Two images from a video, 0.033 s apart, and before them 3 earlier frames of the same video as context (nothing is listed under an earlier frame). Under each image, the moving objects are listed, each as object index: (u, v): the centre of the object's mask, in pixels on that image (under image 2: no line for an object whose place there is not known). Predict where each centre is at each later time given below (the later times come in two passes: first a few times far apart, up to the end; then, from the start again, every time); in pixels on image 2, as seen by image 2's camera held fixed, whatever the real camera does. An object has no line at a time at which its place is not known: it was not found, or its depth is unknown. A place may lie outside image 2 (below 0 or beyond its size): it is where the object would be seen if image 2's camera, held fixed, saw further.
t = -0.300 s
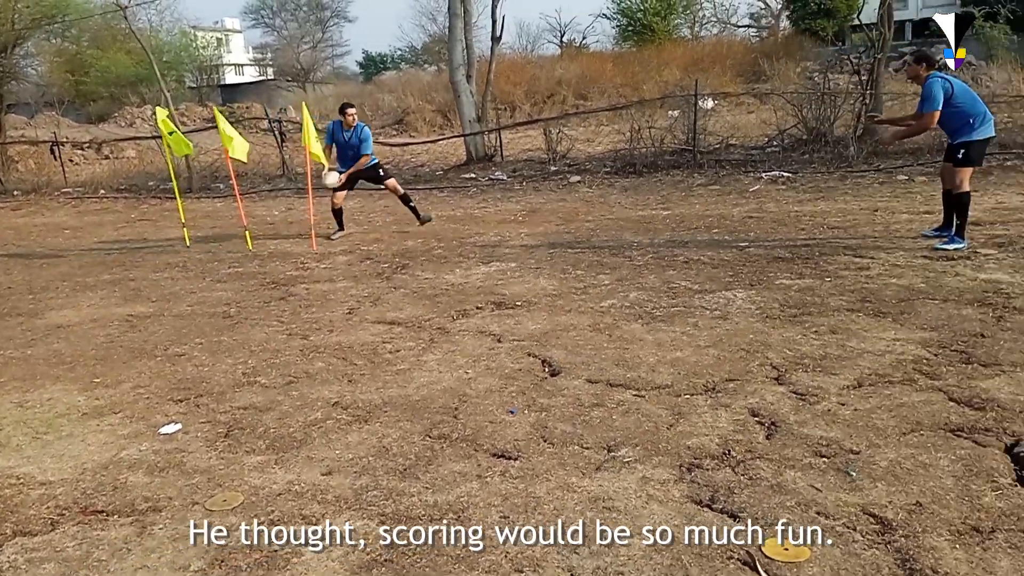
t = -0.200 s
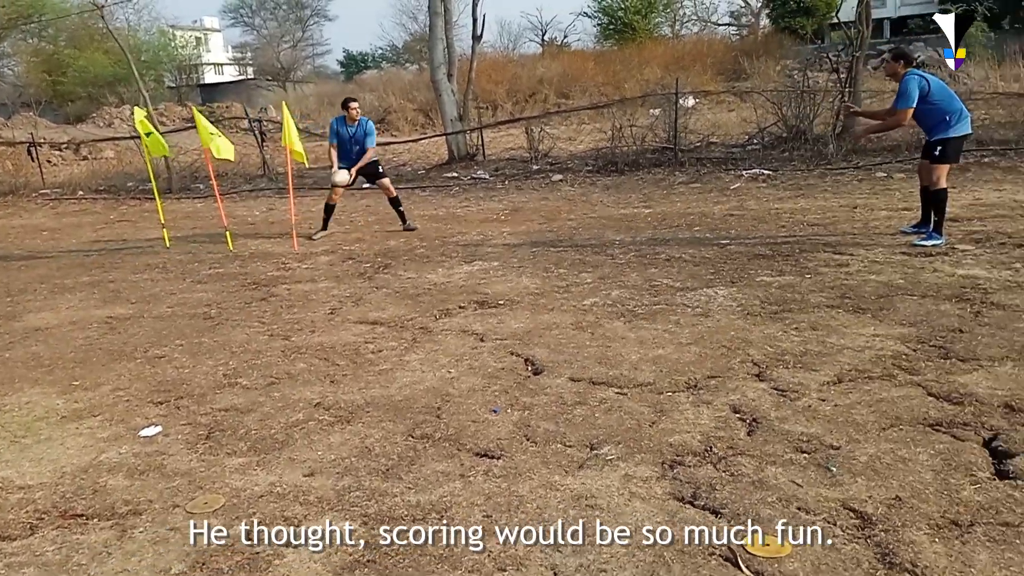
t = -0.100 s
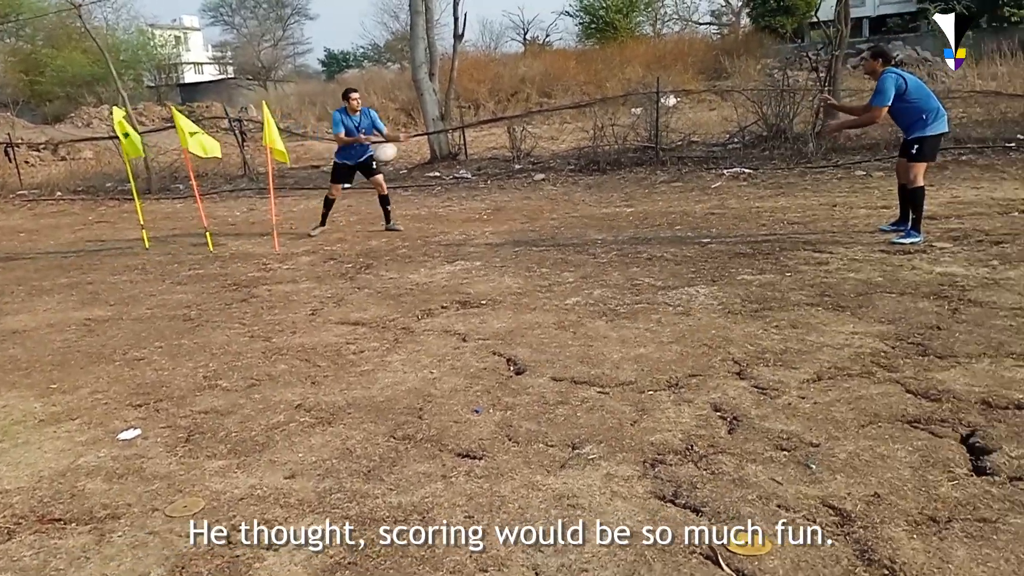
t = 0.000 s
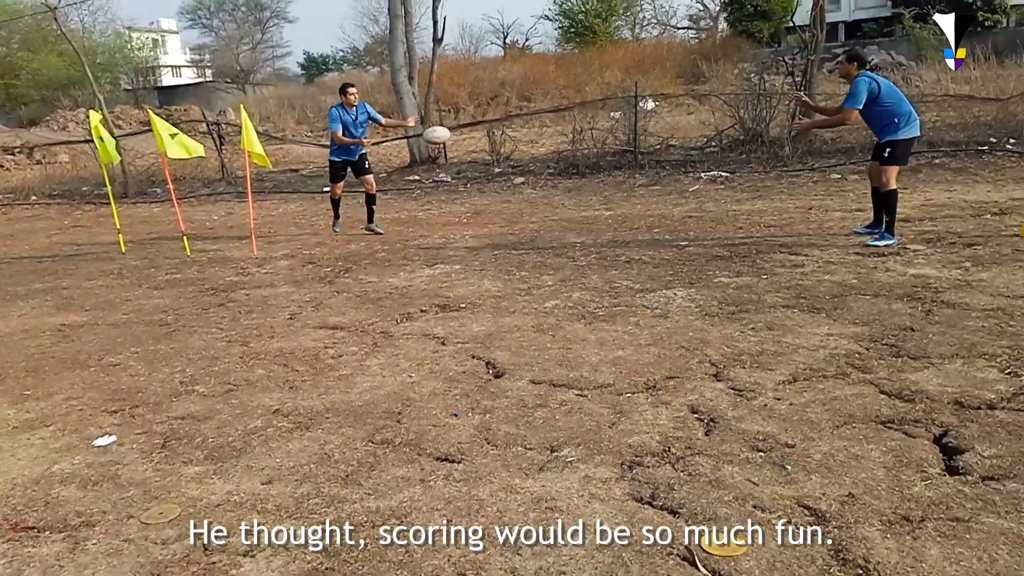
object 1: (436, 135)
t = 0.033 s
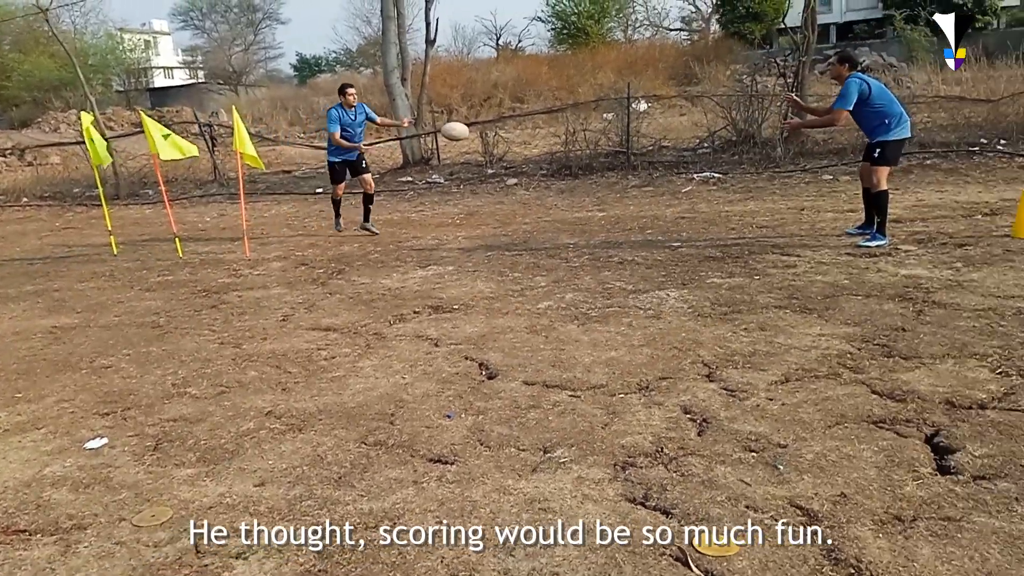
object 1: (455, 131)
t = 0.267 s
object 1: (650, 125)
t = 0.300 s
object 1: (681, 129)
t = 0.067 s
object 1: (481, 127)
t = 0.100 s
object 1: (507, 124)
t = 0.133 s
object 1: (535, 121)
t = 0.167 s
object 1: (563, 120)
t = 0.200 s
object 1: (592, 121)
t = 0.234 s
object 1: (620, 122)
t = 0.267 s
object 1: (650, 125)
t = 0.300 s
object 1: (681, 129)
